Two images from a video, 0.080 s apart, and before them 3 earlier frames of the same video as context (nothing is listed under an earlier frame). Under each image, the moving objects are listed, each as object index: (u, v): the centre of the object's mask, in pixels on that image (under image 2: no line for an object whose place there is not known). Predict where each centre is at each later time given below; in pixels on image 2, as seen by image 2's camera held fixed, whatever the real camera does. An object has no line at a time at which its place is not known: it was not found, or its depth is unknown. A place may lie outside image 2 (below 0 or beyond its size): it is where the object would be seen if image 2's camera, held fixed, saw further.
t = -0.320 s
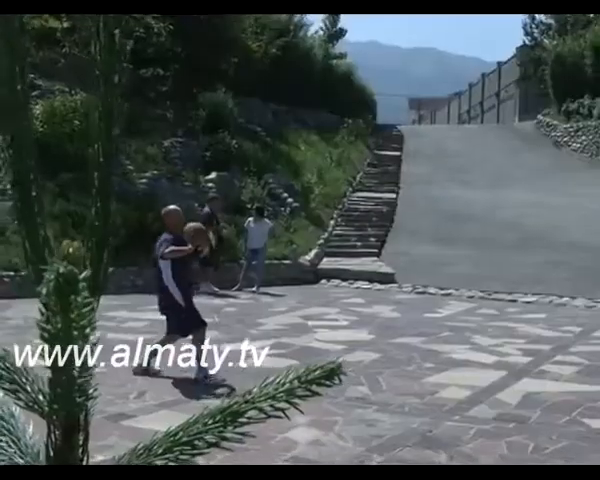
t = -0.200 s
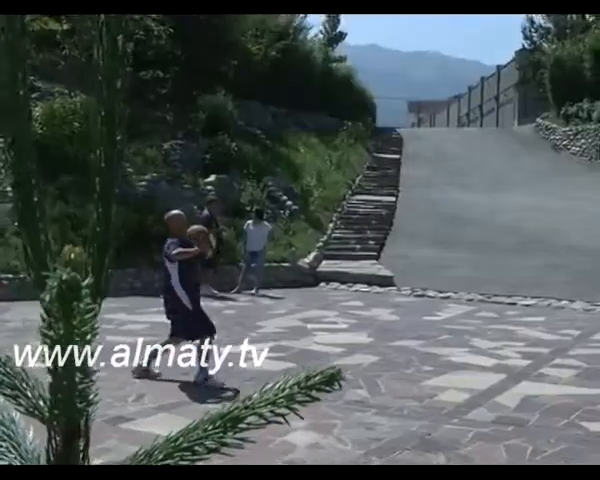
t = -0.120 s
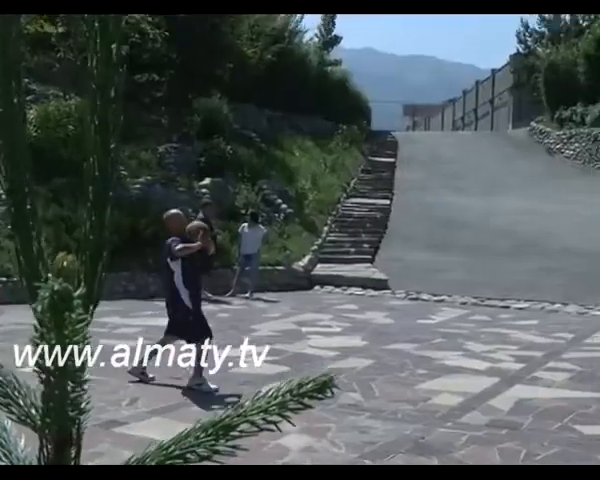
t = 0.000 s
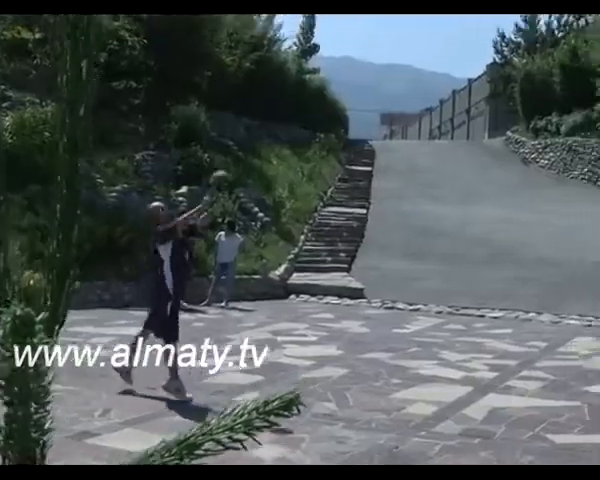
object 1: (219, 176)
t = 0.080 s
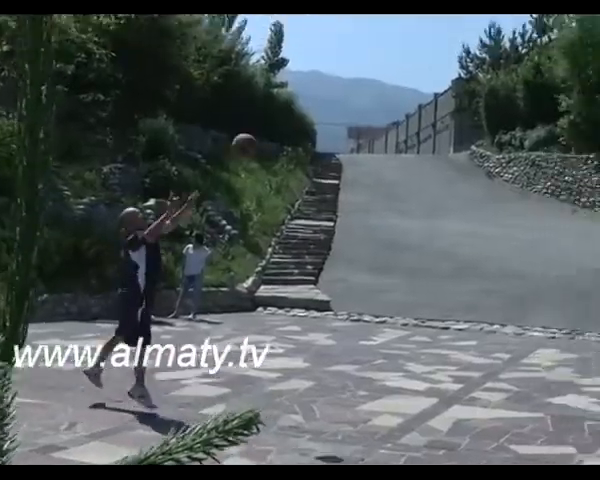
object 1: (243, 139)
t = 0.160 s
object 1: (302, 100)
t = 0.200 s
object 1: (332, 75)
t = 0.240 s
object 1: (363, 59)
